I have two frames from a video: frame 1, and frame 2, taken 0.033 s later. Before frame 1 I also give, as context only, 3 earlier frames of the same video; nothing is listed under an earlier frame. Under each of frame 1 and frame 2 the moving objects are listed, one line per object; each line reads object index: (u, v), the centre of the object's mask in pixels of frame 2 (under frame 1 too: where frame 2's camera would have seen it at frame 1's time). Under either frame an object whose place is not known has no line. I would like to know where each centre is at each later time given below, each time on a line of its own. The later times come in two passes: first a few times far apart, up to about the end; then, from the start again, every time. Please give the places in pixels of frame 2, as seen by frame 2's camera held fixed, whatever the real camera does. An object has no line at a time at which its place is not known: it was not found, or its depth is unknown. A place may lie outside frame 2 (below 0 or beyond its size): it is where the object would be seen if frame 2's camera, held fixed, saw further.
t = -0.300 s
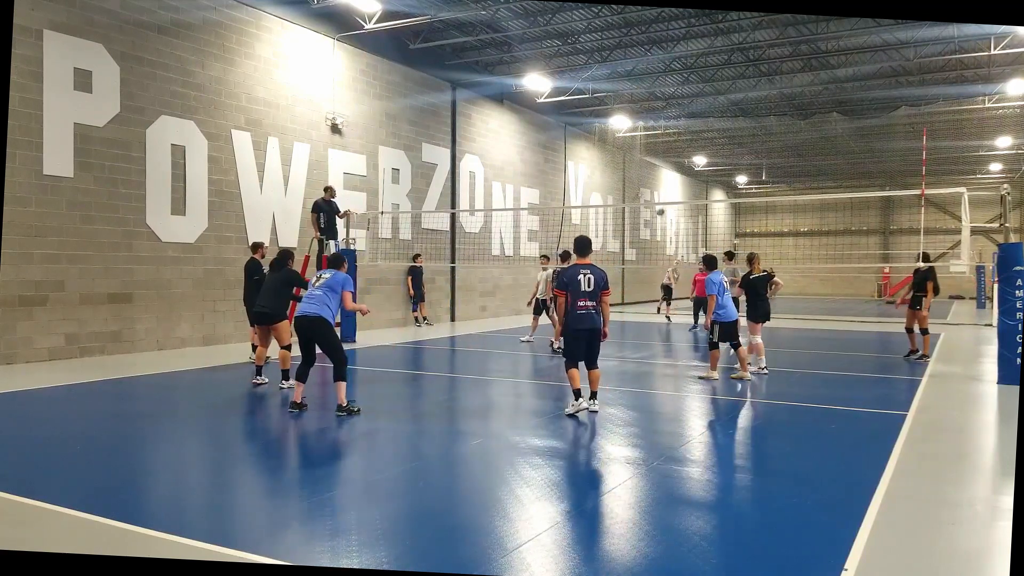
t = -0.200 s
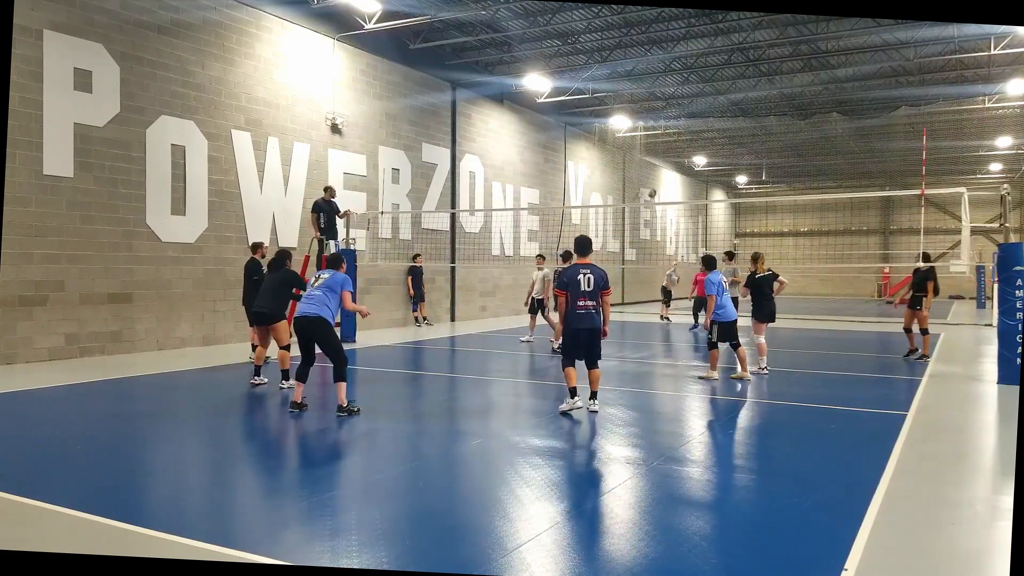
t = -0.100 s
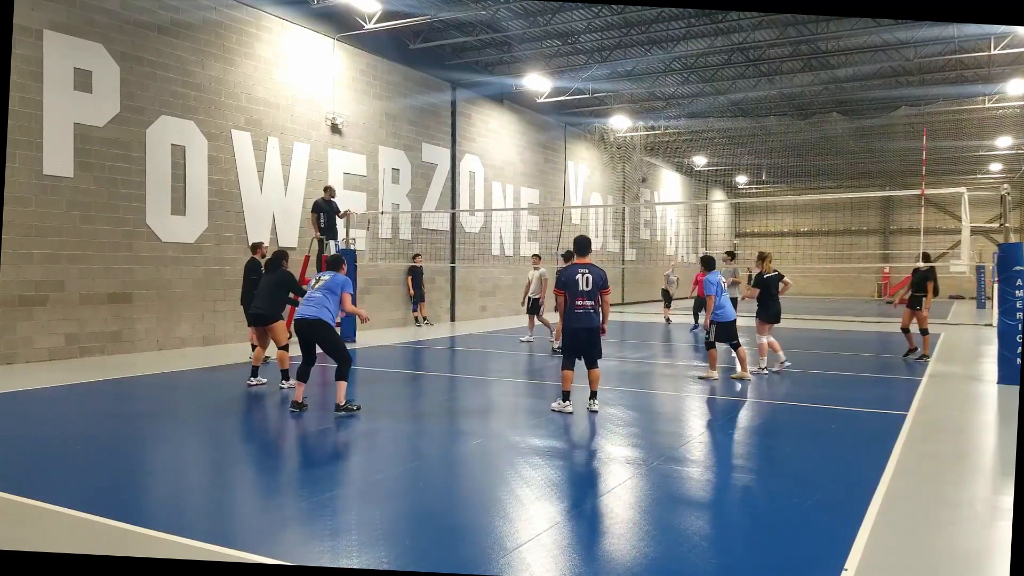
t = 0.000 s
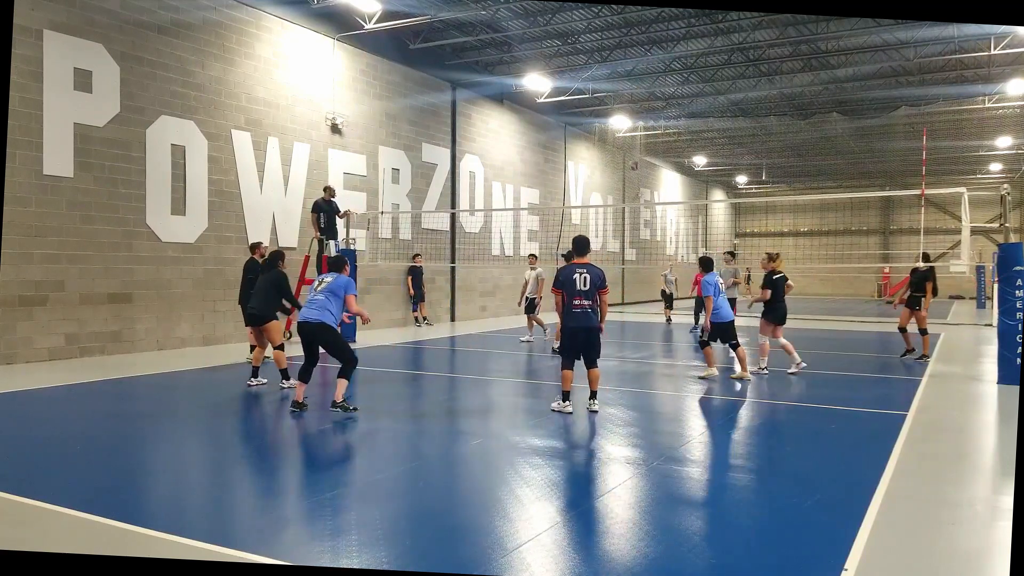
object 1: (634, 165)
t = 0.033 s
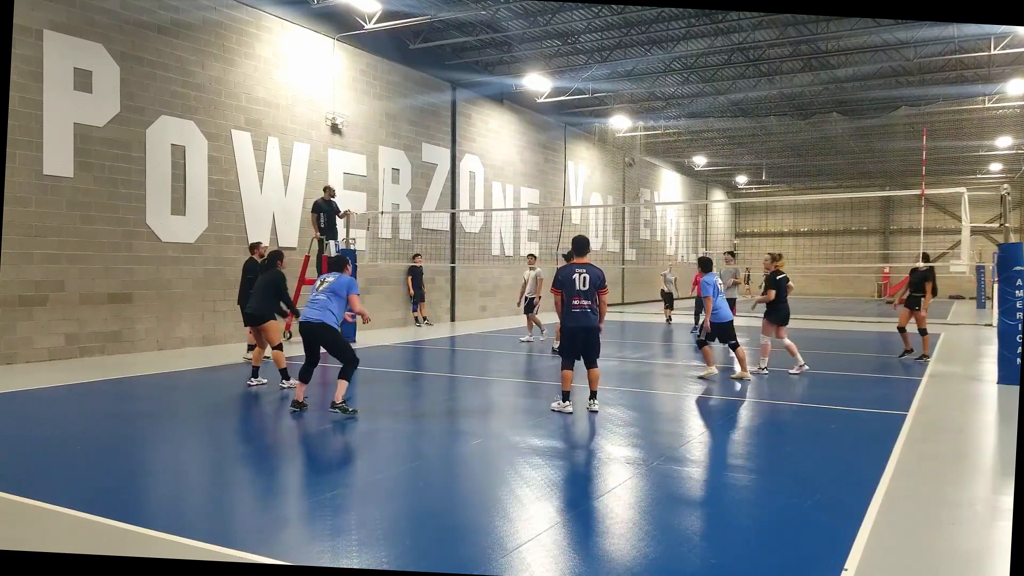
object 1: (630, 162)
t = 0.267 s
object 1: (600, 153)
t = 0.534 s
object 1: (547, 188)
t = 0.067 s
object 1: (627, 158)
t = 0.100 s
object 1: (622, 157)
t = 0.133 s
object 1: (618, 154)
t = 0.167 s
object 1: (615, 154)
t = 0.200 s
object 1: (610, 152)
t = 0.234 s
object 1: (606, 152)
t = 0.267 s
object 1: (600, 153)
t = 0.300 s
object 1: (595, 154)
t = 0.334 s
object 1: (589, 156)
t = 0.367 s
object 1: (583, 159)
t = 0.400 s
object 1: (577, 162)
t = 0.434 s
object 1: (571, 167)
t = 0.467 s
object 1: (563, 173)
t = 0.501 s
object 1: (556, 179)
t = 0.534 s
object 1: (547, 188)
